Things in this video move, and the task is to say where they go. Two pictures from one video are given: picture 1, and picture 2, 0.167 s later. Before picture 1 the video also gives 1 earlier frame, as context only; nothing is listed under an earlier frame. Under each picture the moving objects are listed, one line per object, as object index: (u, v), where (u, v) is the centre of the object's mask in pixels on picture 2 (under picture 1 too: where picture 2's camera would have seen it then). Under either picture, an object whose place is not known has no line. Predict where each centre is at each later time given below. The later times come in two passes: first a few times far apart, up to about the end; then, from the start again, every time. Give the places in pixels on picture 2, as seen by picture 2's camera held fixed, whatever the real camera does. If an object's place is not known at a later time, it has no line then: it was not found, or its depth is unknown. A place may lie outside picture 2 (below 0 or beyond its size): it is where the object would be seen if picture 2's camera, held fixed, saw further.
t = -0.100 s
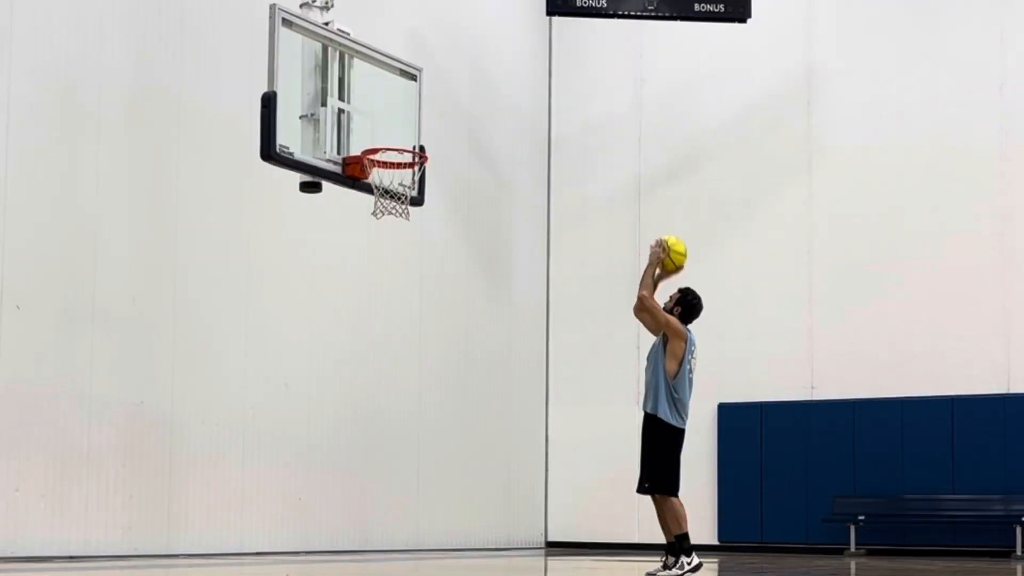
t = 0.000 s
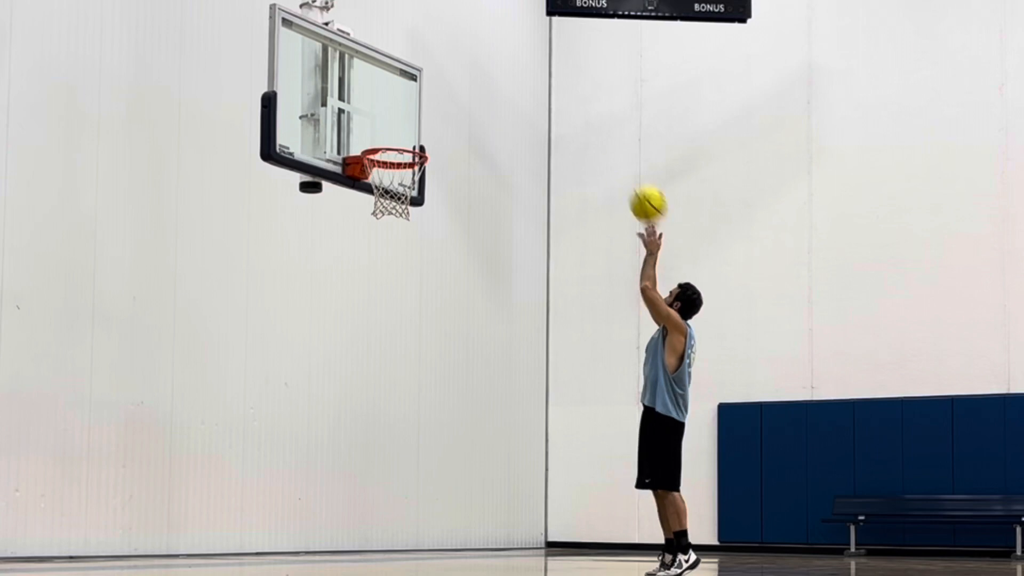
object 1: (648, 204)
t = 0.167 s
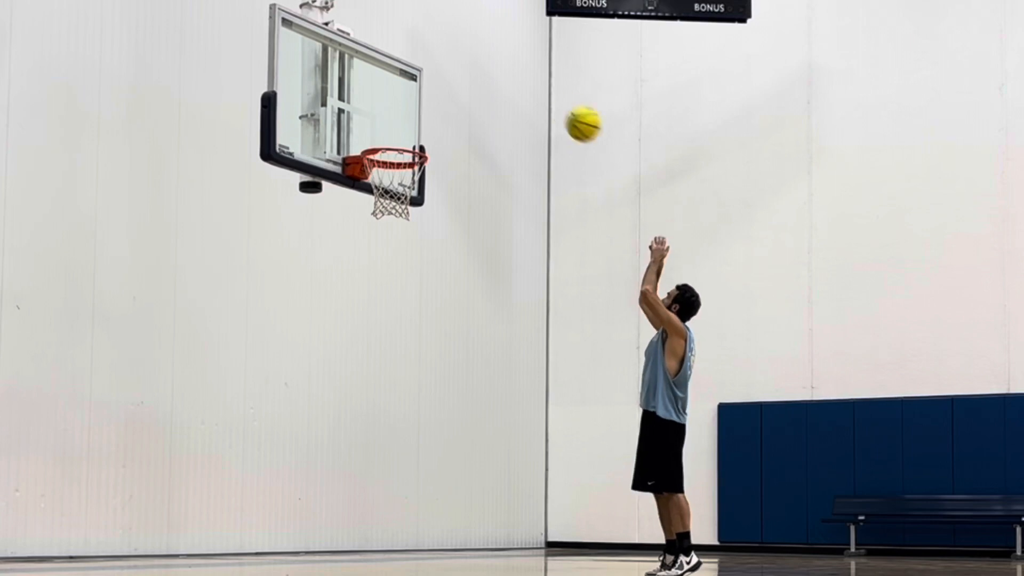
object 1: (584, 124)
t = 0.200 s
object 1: (571, 113)
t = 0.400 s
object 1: (497, 80)
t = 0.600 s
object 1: (427, 102)
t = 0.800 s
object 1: (394, 164)
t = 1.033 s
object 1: (409, 205)
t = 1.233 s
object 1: (403, 272)
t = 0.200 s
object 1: (571, 113)
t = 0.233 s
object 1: (558, 103)
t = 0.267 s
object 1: (546, 95)
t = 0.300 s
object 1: (533, 89)
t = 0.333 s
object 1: (522, 85)
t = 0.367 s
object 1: (509, 82)
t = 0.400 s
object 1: (497, 80)
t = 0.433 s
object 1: (485, 81)
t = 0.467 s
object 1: (474, 82)
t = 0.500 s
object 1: (462, 85)
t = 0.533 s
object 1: (450, 89)
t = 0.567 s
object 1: (439, 95)
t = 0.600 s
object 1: (427, 102)
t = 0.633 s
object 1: (416, 111)
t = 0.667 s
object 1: (404, 121)
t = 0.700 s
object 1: (393, 132)
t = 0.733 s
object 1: (382, 143)
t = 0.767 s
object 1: (384, 154)
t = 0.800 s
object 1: (394, 164)
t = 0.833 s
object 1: (406, 171)
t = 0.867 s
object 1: (409, 179)
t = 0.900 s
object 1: (410, 186)
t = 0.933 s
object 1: (411, 191)
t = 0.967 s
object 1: (411, 196)
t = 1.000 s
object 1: (412, 200)
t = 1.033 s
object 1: (409, 205)
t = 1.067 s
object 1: (409, 213)
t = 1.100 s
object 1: (408, 221)
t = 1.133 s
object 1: (406, 232)
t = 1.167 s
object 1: (405, 244)
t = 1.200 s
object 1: (404, 257)
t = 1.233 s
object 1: (403, 272)
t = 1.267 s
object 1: (401, 289)
